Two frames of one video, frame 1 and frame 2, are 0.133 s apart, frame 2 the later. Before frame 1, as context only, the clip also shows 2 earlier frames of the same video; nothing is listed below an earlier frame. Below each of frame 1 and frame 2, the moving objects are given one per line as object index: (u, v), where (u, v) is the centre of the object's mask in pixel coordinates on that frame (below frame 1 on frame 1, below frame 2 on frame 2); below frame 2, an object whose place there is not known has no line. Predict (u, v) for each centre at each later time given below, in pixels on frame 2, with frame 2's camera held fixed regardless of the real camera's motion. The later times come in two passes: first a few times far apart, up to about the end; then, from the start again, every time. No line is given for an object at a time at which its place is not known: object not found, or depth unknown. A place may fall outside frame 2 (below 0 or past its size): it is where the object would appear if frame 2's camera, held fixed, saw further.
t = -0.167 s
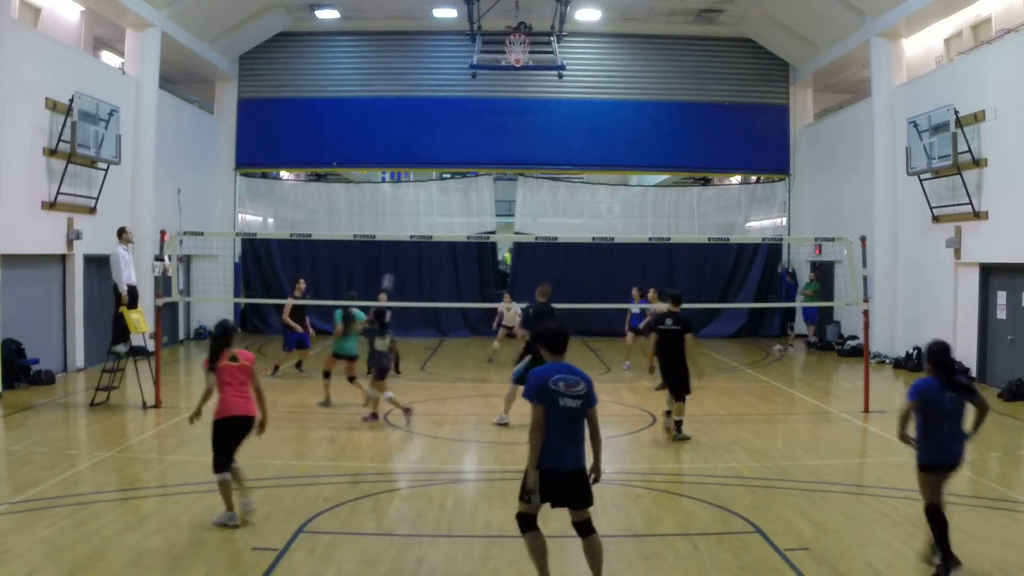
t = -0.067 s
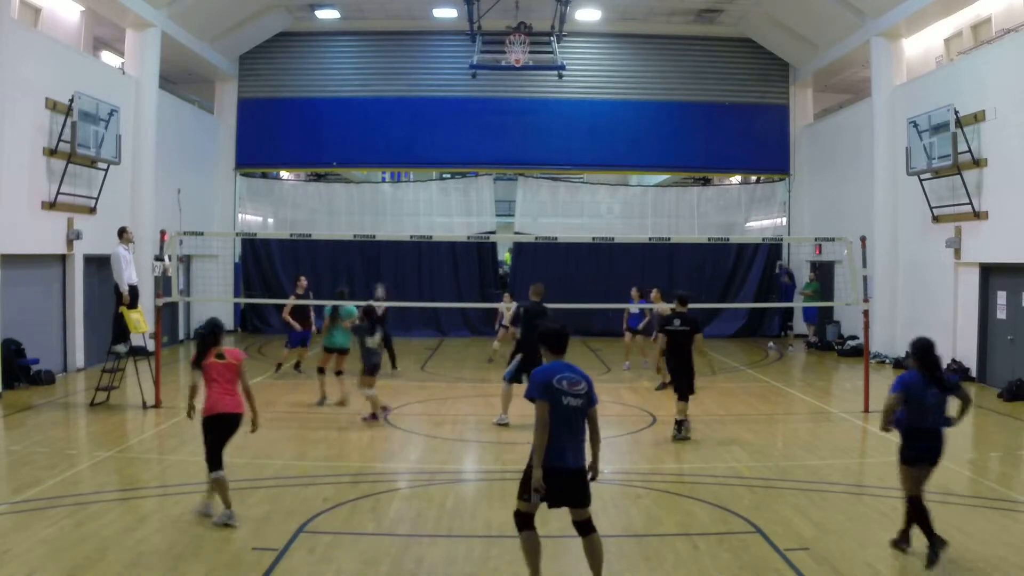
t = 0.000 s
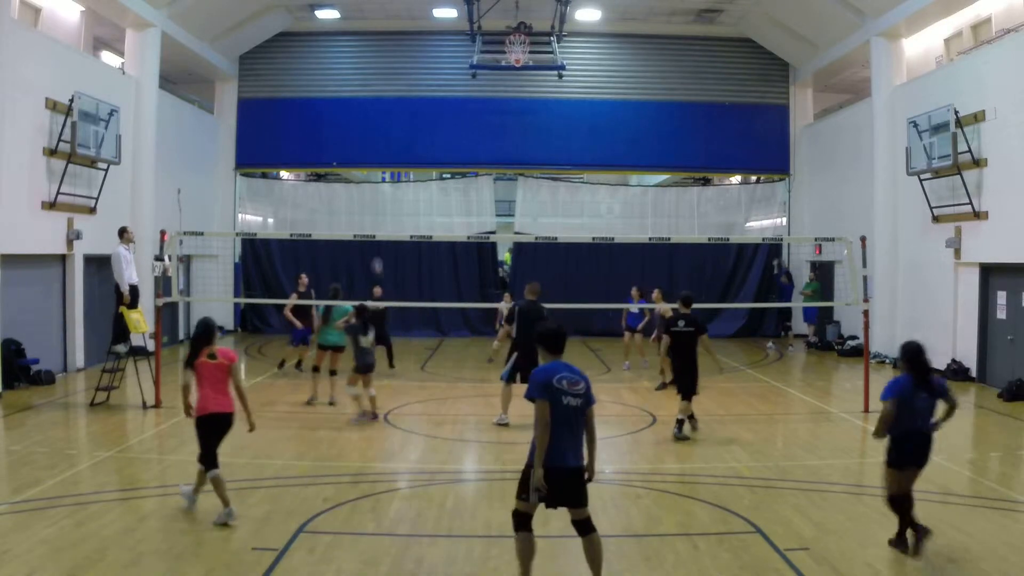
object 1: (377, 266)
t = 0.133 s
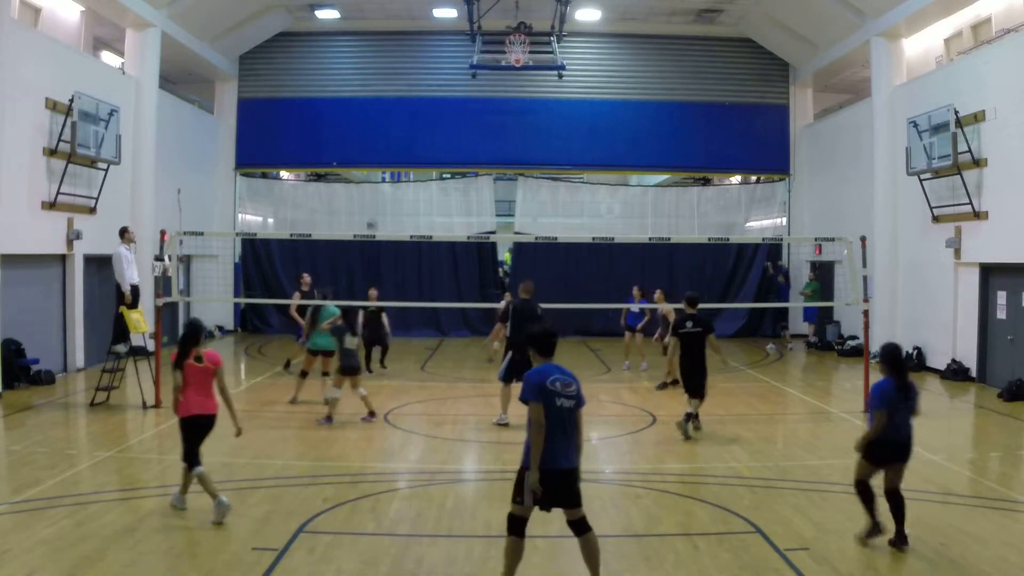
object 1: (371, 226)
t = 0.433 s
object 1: (359, 160)
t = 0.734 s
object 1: (345, 148)
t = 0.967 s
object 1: (334, 175)
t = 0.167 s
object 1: (370, 214)
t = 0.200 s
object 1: (368, 206)
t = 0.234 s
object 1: (367, 197)
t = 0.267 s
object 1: (366, 191)
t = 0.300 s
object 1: (363, 182)
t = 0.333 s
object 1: (362, 176)
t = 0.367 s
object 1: (362, 169)
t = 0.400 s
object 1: (361, 164)
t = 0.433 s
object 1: (359, 160)
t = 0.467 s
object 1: (358, 157)
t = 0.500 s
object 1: (356, 153)
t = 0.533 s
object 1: (354, 150)
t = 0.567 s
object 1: (353, 148)
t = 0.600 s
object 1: (351, 147)
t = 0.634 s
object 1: (350, 147)
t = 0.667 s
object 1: (349, 146)
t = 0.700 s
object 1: (347, 147)
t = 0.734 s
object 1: (345, 148)
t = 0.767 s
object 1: (344, 150)
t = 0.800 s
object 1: (342, 153)
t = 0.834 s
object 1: (340, 156)
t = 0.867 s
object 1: (338, 160)
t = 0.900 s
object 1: (337, 163)
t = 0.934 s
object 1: (335, 167)
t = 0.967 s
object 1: (334, 175)
